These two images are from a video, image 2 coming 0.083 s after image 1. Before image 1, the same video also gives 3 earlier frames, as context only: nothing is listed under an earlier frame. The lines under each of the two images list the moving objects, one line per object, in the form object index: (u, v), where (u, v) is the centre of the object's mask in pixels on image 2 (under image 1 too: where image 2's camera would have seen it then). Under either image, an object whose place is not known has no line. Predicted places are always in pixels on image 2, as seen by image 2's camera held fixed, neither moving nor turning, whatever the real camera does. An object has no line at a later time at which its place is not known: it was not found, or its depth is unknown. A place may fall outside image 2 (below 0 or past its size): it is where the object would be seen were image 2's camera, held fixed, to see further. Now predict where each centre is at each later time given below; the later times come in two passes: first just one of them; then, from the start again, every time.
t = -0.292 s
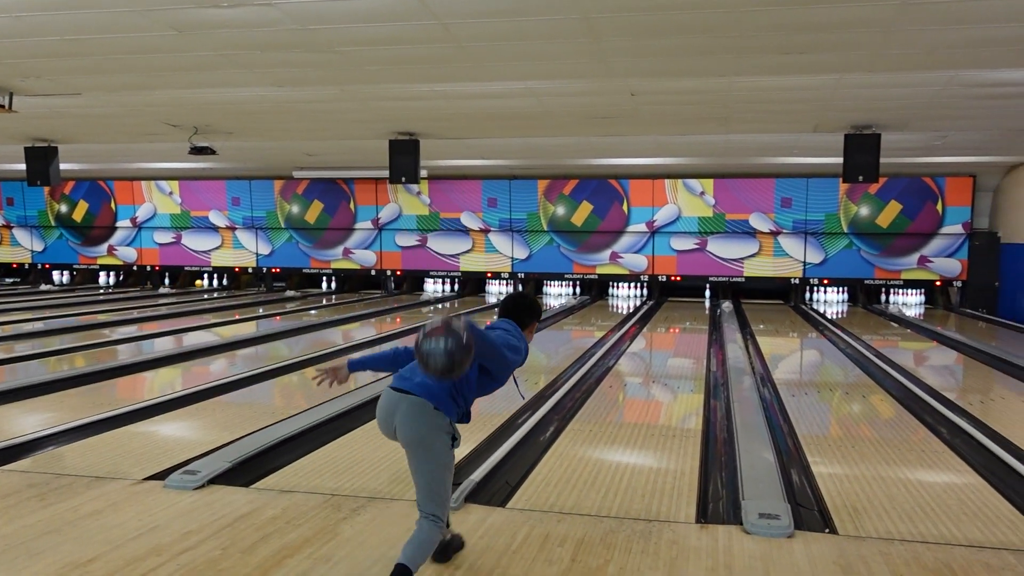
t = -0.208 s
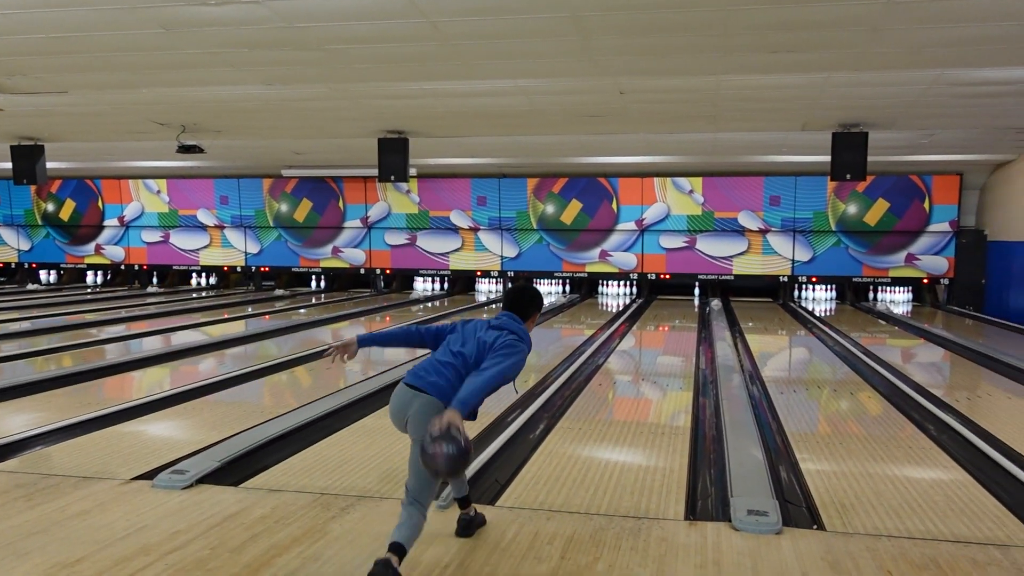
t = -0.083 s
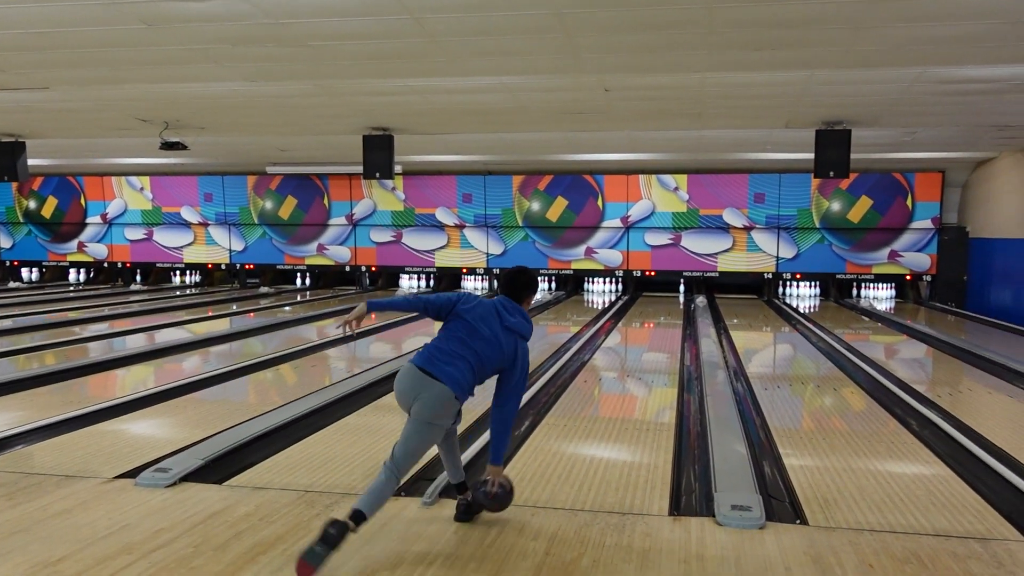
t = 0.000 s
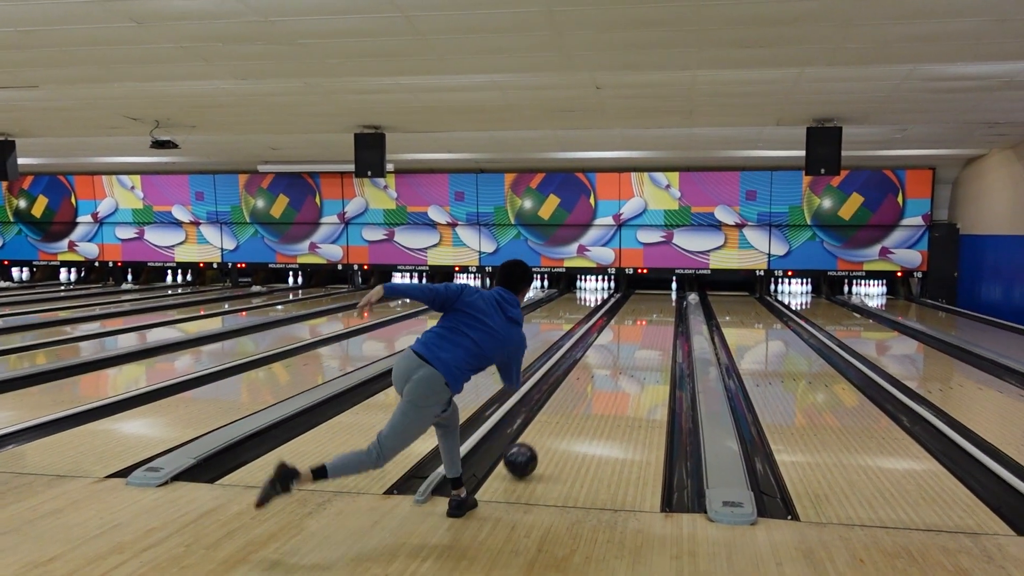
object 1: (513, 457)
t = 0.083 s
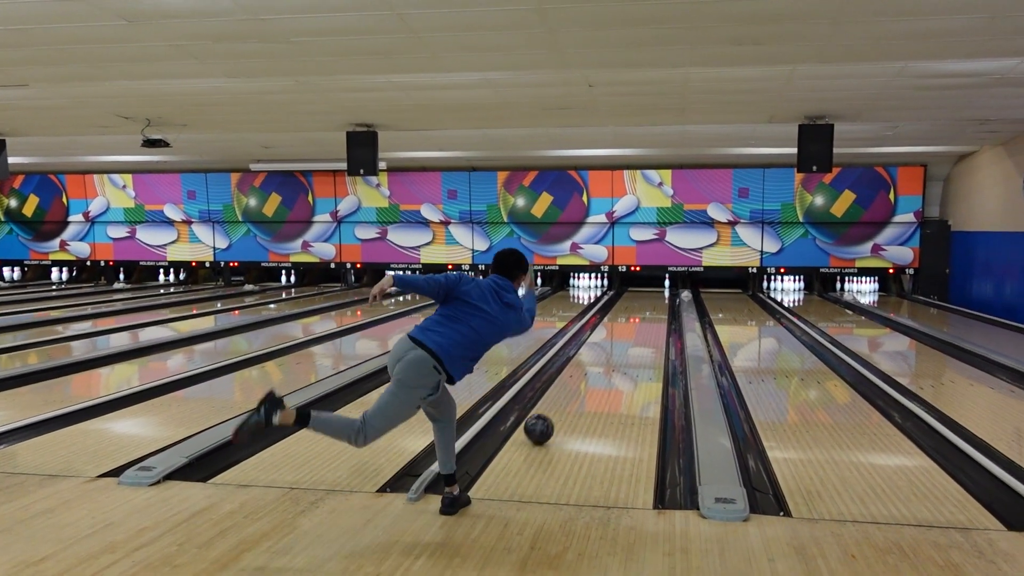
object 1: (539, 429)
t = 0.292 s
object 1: (579, 382)
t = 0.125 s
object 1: (547, 419)
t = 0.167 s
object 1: (558, 407)
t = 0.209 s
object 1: (565, 399)
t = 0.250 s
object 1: (573, 388)
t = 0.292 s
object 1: (579, 382)
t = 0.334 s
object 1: (586, 374)
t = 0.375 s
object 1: (590, 369)
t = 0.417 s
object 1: (595, 362)
